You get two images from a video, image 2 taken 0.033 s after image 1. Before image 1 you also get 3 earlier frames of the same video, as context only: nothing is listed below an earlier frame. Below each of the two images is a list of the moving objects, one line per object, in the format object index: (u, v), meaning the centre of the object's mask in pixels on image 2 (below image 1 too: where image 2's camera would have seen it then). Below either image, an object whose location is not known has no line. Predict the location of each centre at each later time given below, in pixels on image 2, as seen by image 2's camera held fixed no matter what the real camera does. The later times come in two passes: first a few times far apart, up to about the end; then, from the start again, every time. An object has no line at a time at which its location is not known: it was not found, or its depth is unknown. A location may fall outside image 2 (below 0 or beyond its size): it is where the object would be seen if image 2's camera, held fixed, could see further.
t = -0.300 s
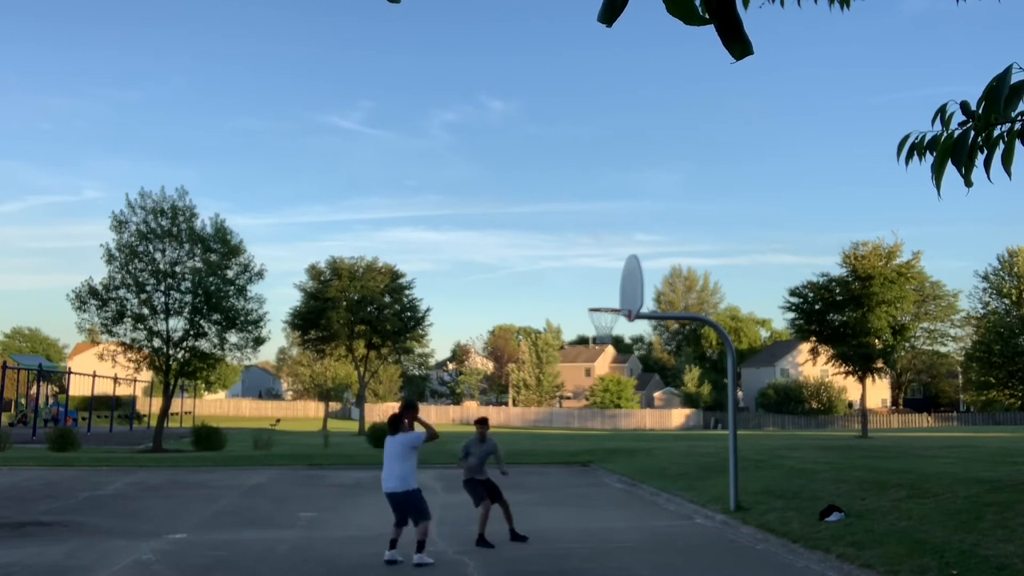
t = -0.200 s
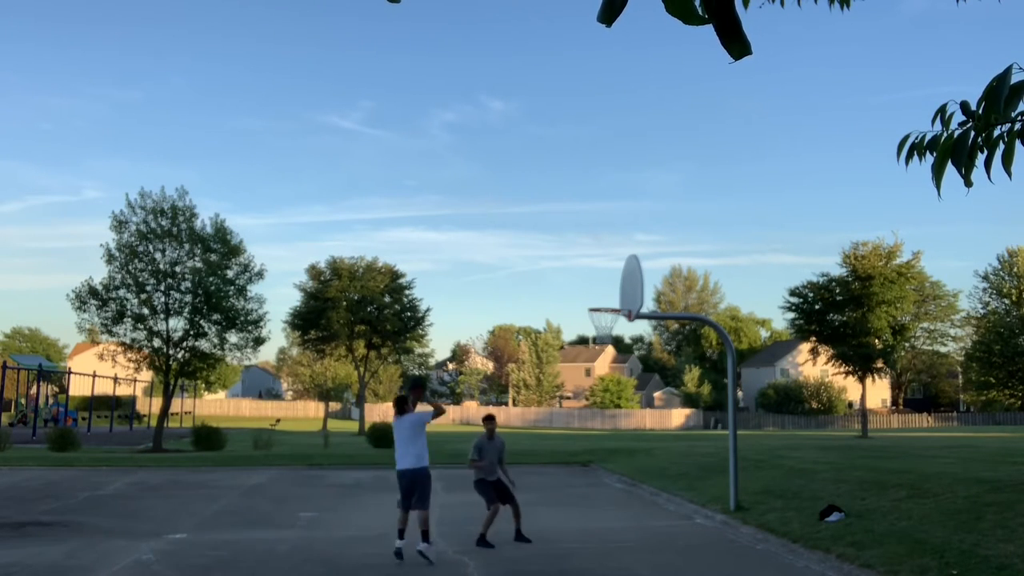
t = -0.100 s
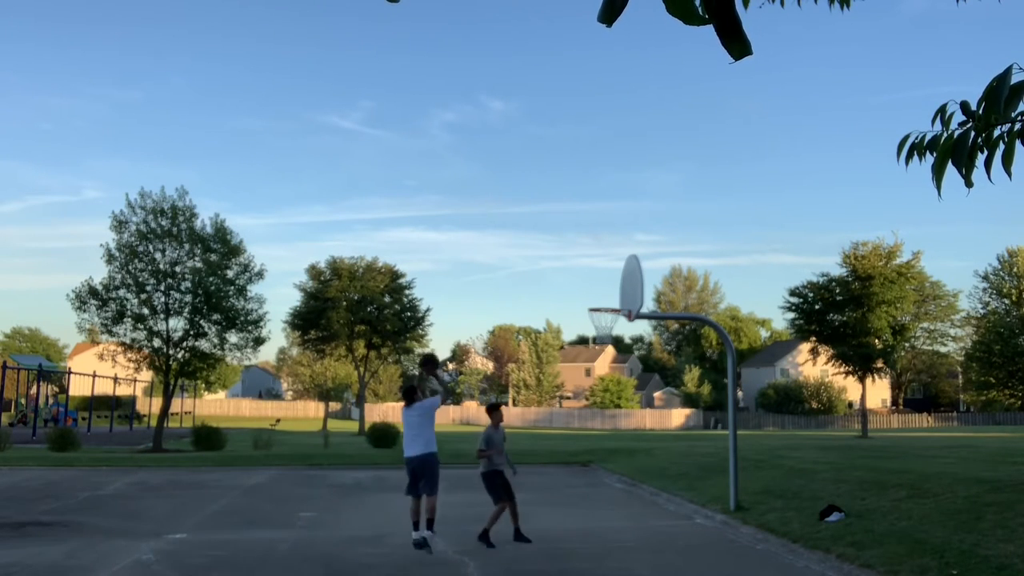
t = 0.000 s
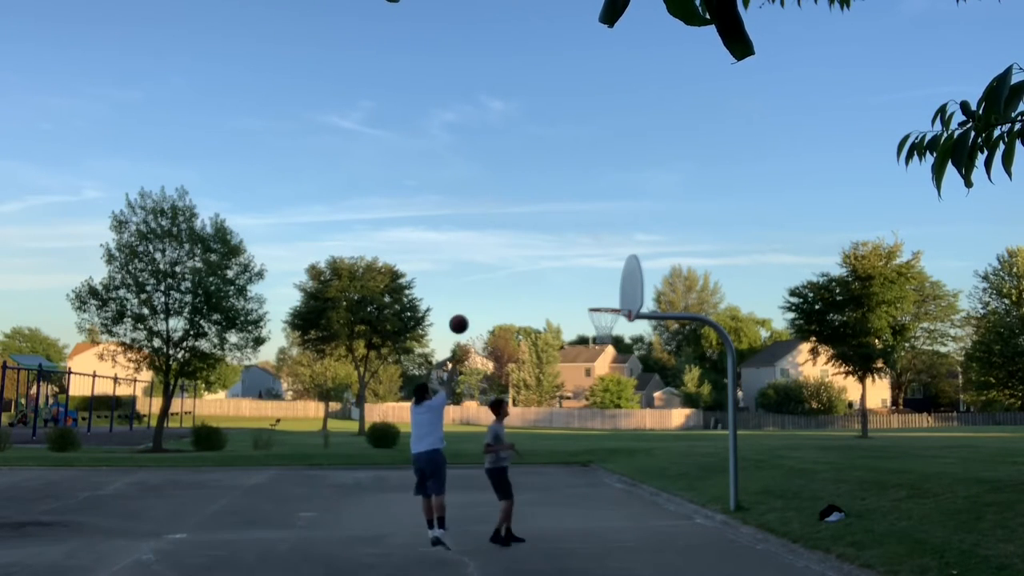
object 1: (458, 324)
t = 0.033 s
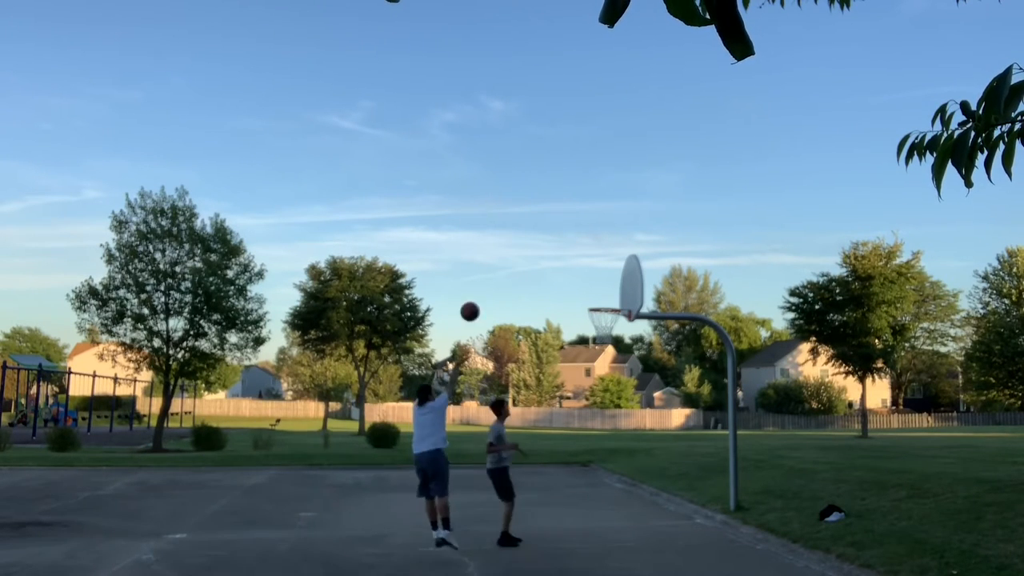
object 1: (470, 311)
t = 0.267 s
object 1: (539, 254)
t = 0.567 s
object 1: (615, 246)
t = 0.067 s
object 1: (480, 300)
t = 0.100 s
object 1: (491, 290)
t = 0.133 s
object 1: (501, 280)
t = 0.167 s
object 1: (511, 272)
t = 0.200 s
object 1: (521, 265)
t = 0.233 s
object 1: (530, 259)
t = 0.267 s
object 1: (539, 254)
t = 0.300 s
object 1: (549, 250)
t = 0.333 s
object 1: (557, 247)
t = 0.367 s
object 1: (566, 245)
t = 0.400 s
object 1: (575, 243)
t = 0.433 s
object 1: (583, 242)
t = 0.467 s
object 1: (591, 242)
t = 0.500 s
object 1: (599, 243)
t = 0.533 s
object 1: (607, 245)
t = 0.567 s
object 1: (615, 246)
